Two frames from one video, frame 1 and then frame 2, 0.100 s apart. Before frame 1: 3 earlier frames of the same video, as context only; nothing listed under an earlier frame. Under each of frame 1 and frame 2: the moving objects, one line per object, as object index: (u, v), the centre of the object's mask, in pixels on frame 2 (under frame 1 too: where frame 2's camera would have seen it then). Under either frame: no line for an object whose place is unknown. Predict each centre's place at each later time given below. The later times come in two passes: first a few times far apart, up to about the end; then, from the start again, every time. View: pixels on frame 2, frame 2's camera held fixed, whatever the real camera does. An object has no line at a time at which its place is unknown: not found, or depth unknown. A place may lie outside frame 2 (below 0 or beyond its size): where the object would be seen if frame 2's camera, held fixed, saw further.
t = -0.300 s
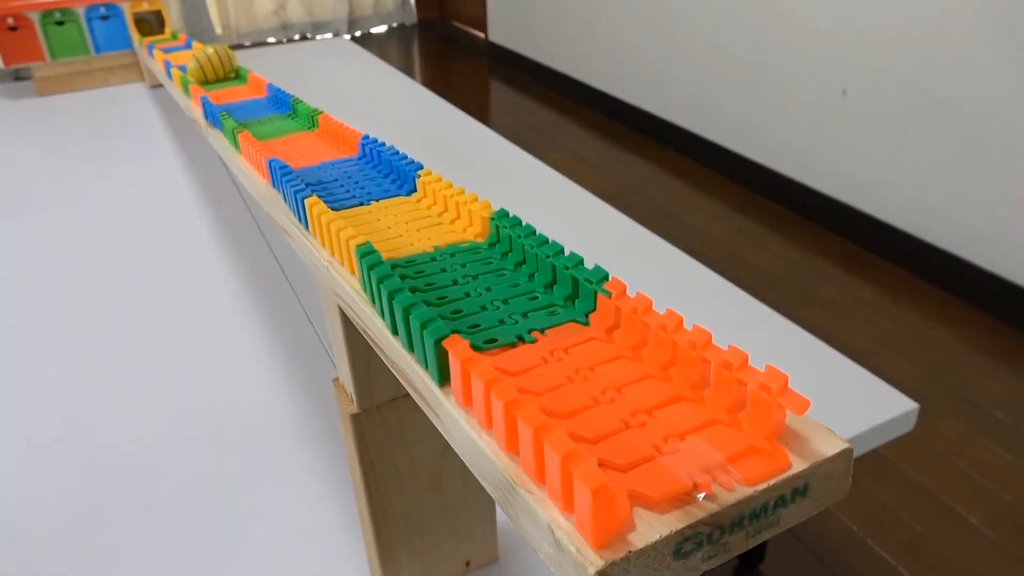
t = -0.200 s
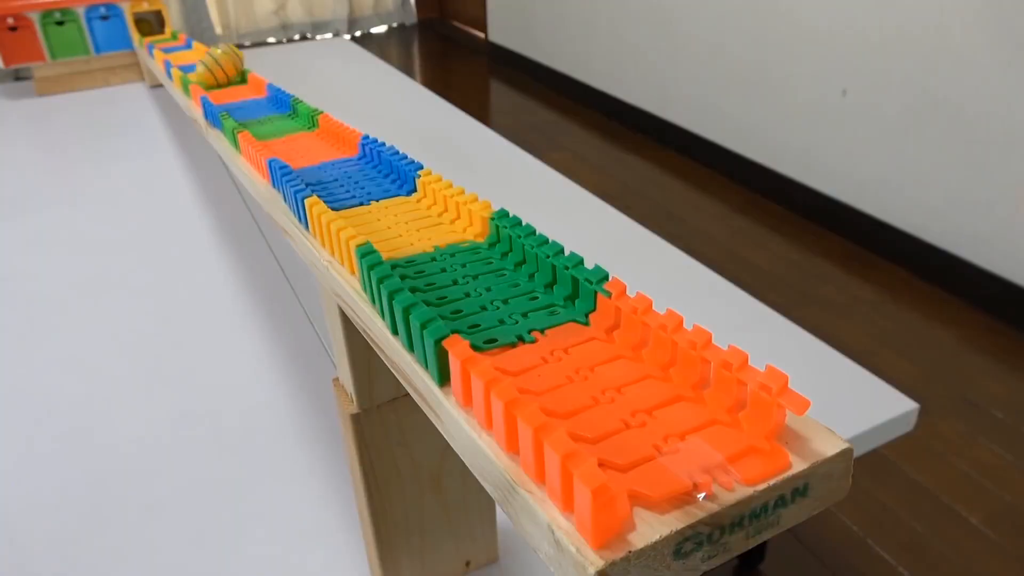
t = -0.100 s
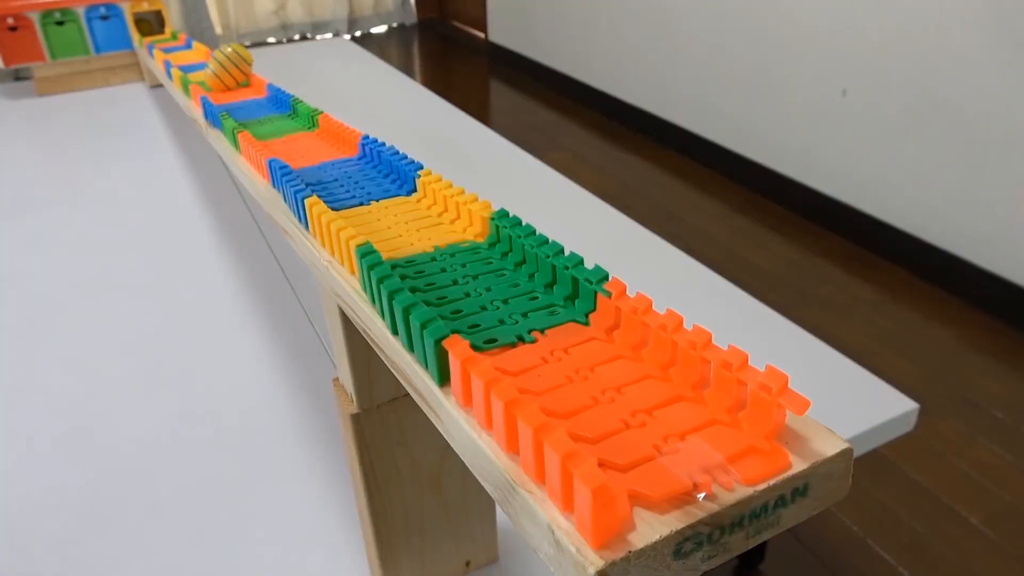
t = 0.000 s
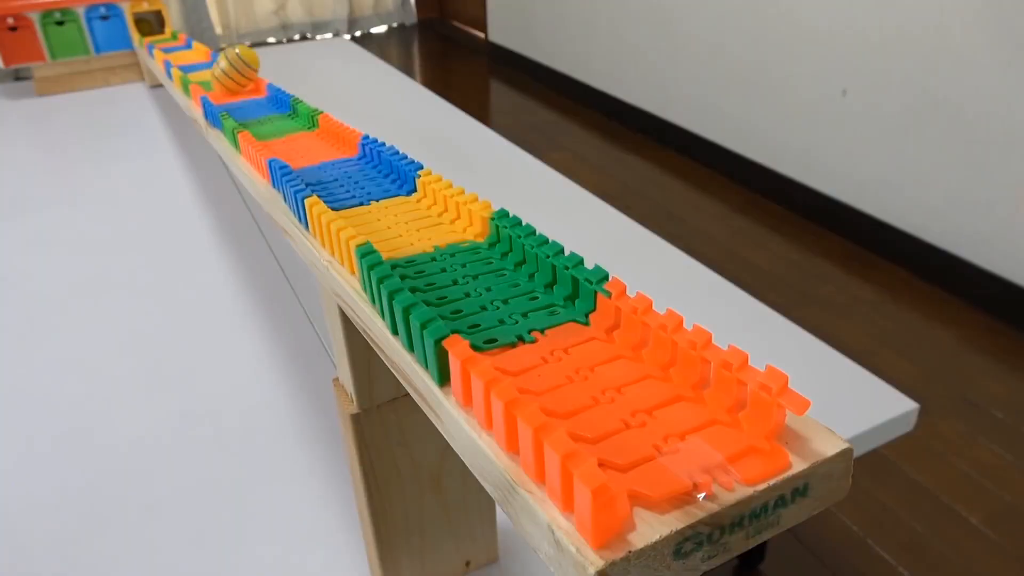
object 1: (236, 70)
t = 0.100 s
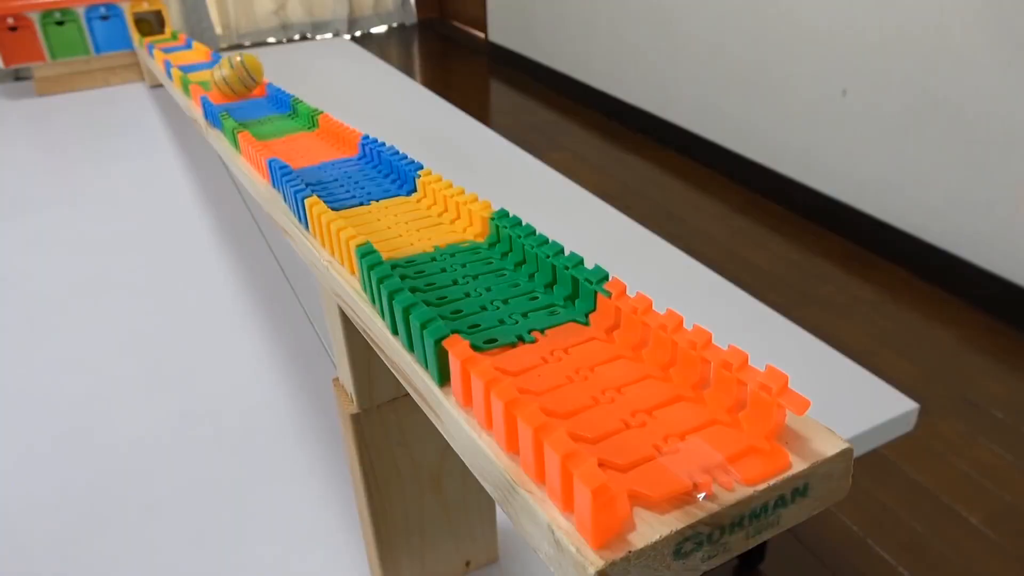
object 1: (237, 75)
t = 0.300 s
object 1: (224, 82)
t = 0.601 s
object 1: (247, 84)
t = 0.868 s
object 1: (264, 101)
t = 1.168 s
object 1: (259, 105)
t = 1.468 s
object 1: (279, 116)
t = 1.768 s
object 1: (317, 134)
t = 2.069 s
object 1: (366, 154)
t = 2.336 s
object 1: (409, 211)
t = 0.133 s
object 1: (237, 77)
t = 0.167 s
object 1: (235, 79)
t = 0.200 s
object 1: (231, 81)
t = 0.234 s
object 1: (228, 82)
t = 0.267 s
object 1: (225, 82)
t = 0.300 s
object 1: (224, 82)
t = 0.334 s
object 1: (223, 82)
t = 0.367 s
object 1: (223, 82)
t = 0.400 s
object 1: (224, 83)
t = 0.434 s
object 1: (224, 82)
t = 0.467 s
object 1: (229, 82)
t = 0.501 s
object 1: (235, 81)
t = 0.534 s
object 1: (239, 81)
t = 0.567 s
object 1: (243, 82)
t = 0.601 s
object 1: (247, 84)
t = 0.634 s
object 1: (251, 86)
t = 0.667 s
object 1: (254, 89)
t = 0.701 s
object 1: (257, 91)
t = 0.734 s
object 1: (259, 93)
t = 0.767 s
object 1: (262, 95)
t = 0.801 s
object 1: (263, 97)
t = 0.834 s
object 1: (263, 99)
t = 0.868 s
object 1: (264, 101)
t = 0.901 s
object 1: (267, 101)
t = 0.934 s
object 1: (270, 102)
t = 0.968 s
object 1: (268, 103)
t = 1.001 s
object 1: (266, 103)
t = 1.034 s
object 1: (265, 104)
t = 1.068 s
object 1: (264, 105)
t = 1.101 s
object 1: (262, 105)
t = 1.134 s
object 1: (259, 105)
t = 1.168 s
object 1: (259, 105)
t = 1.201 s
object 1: (259, 106)
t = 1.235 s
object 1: (261, 106)
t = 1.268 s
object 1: (262, 108)
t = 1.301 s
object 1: (264, 109)
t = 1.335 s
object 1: (269, 109)
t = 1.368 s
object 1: (270, 111)
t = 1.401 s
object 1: (268, 114)
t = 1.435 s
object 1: (273, 115)
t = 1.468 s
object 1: (279, 116)
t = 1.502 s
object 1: (282, 118)
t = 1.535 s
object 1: (283, 121)
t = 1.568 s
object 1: (285, 122)
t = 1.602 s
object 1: (288, 125)
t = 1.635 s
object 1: (296, 127)
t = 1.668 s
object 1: (303, 132)
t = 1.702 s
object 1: (307, 134)
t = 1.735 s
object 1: (311, 132)
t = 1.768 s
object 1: (317, 134)
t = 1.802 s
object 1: (326, 138)
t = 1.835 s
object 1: (336, 144)
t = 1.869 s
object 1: (343, 146)
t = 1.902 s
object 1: (347, 148)
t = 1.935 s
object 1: (345, 151)
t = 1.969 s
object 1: (340, 156)
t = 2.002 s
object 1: (344, 156)
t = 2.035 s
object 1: (356, 153)
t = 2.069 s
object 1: (366, 154)
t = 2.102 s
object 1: (372, 160)
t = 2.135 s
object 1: (378, 171)
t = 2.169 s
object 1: (388, 183)
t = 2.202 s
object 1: (396, 185)
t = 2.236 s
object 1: (400, 186)
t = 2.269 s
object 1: (400, 189)
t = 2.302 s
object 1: (403, 195)
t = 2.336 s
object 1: (409, 211)
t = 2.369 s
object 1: (410, 215)
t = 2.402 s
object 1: (413, 217)
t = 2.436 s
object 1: (425, 225)
